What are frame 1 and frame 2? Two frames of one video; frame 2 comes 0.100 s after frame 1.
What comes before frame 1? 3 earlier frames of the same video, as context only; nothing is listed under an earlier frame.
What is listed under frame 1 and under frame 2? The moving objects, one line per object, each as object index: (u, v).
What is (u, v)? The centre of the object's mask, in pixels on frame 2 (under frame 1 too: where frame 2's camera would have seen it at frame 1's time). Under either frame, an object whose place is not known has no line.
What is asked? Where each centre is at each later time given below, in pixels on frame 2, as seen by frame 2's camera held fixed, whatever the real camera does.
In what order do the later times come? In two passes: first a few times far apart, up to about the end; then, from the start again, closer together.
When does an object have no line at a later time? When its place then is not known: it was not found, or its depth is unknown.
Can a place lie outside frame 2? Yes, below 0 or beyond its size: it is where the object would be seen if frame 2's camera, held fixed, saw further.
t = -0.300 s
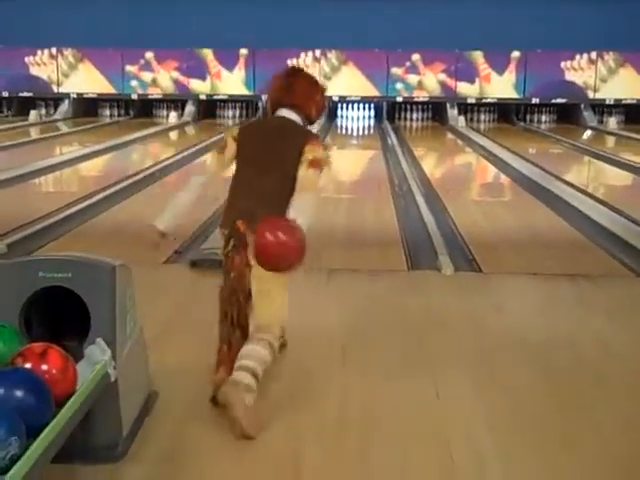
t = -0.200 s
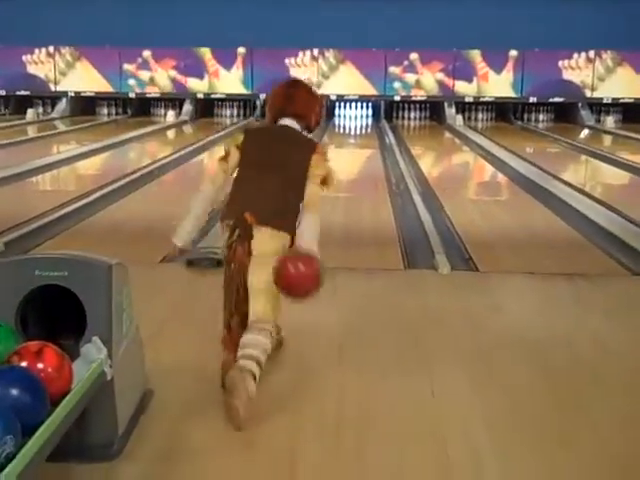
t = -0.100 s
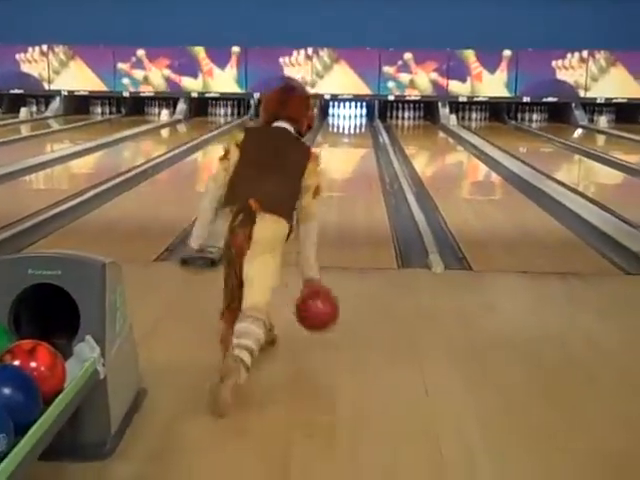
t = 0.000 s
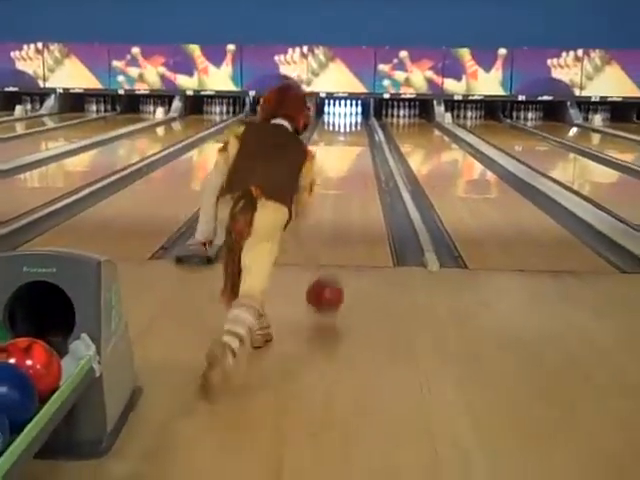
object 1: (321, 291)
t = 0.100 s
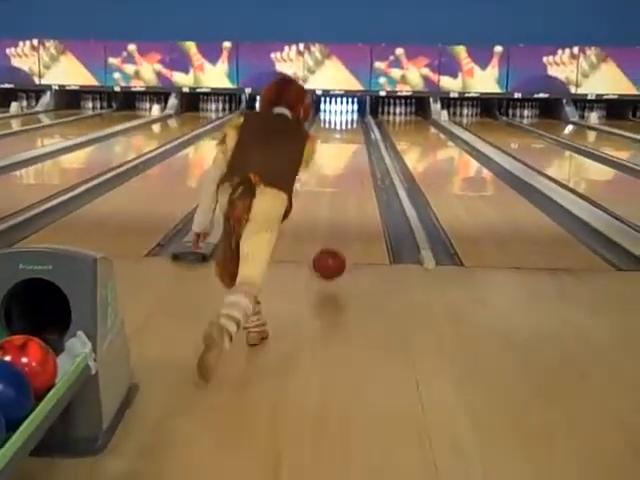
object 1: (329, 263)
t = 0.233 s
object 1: (337, 242)
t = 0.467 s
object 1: (347, 211)
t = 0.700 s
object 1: (354, 187)
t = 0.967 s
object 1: (359, 169)
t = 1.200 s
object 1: (363, 158)
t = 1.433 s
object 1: (366, 147)
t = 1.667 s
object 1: (367, 141)
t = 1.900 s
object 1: (369, 138)
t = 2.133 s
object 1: (368, 133)
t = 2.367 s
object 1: (366, 128)
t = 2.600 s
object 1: (364, 124)
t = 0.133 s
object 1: (331, 258)
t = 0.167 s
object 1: (333, 256)
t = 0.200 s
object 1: (335, 249)
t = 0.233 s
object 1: (337, 242)
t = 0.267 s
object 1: (339, 238)
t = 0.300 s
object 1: (340, 234)
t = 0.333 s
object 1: (342, 229)
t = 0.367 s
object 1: (343, 224)
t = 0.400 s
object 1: (345, 220)
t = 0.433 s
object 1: (346, 214)
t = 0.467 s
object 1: (347, 211)
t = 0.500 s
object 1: (349, 207)
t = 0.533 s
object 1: (350, 204)
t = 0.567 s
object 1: (350, 202)
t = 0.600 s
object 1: (352, 196)
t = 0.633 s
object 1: (353, 193)
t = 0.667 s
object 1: (353, 190)
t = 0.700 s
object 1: (354, 187)
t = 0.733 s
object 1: (355, 185)
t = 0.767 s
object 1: (356, 182)
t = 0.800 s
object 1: (356, 180)
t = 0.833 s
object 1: (358, 177)
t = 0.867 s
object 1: (358, 175)
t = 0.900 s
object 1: (358, 173)
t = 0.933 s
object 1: (359, 171)
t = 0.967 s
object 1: (359, 169)
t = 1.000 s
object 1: (359, 168)
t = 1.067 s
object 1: (364, 161)
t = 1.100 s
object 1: (362, 161)
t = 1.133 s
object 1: (362, 160)
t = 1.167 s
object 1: (363, 159)
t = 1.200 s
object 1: (363, 158)
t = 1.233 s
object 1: (363, 156)
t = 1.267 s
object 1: (363, 155)
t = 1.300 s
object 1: (363, 154)
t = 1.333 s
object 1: (365, 151)
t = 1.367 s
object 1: (365, 149)
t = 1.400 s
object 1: (365, 148)
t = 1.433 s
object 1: (366, 147)
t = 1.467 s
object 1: (366, 146)
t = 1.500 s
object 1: (366, 145)
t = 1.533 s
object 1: (366, 144)
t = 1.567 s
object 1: (366, 143)
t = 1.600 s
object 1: (367, 143)
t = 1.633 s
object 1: (367, 141)
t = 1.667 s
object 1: (367, 141)
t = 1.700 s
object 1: (369, 140)
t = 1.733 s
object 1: (369, 141)
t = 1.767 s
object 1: (370, 140)
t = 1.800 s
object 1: (370, 140)
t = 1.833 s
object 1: (370, 139)
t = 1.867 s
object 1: (370, 139)
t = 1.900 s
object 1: (369, 138)
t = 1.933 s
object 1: (369, 138)
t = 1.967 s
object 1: (369, 137)
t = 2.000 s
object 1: (369, 136)
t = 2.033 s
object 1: (368, 135)
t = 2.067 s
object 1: (367, 133)
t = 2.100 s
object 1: (367, 134)
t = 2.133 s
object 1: (368, 133)
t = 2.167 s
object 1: (367, 133)
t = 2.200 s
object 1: (367, 132)
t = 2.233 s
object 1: (366, 130)
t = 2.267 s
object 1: (366, 130)
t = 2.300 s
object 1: (366, 129)
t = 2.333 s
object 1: (366, 129)
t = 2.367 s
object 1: (366, 128)
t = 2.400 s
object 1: (366, 128)
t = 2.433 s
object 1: (365, 127)
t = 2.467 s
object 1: (365, 127)
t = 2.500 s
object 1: (365, 127)
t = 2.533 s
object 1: (365, 126)
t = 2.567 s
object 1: (365, 126)
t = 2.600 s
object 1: (364, 124)
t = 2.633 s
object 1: (365, 125)
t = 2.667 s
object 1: (364, 124)
